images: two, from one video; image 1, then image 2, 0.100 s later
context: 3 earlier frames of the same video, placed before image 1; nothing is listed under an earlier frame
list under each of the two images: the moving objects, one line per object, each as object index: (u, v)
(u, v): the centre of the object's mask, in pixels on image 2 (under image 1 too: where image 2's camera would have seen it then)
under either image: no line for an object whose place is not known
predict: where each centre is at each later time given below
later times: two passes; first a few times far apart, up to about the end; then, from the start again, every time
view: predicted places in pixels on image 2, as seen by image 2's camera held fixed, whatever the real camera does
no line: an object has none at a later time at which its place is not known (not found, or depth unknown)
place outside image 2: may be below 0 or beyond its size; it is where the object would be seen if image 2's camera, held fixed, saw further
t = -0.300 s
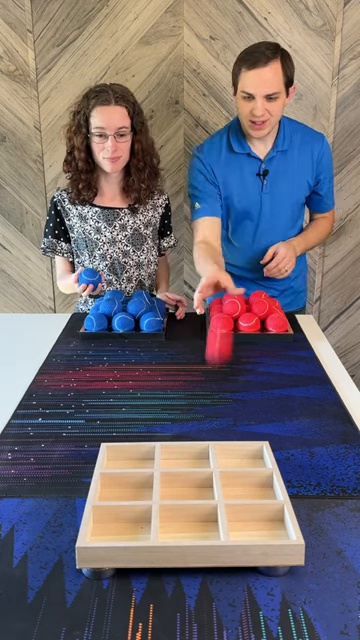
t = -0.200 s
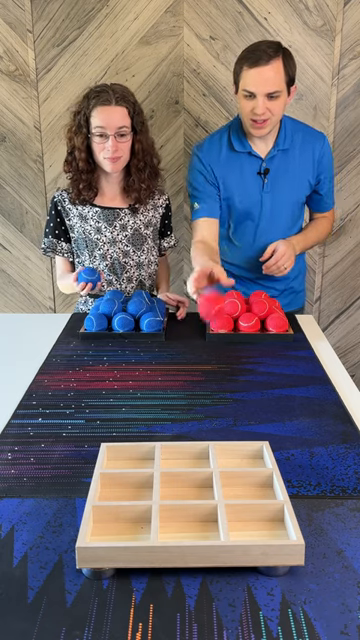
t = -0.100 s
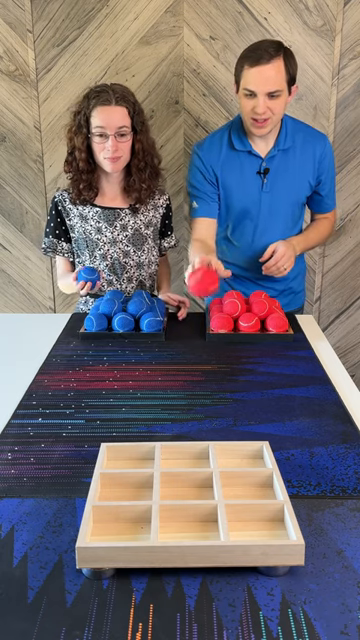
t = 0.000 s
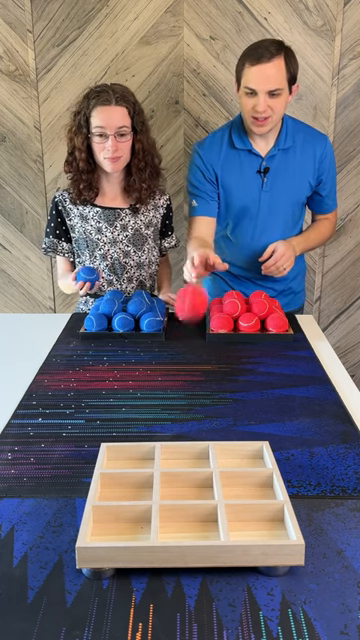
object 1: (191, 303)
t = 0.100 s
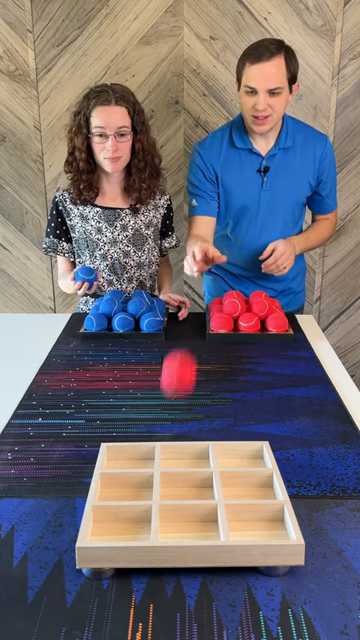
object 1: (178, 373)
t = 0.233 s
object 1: (159, 402)
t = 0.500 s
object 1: (106, 498)
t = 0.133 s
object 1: (174, 409)
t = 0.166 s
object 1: (169, 416)
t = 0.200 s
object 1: (164, 407)
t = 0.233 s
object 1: (159, 402)
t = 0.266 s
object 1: (153, 403)
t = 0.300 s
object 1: (147, 410)
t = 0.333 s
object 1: (141, 421)
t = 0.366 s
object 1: (134, 441)
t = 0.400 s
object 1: (127, 474)
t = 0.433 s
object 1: (118, 515)
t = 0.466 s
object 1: (112, 514)
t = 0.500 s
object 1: (106, 498)
